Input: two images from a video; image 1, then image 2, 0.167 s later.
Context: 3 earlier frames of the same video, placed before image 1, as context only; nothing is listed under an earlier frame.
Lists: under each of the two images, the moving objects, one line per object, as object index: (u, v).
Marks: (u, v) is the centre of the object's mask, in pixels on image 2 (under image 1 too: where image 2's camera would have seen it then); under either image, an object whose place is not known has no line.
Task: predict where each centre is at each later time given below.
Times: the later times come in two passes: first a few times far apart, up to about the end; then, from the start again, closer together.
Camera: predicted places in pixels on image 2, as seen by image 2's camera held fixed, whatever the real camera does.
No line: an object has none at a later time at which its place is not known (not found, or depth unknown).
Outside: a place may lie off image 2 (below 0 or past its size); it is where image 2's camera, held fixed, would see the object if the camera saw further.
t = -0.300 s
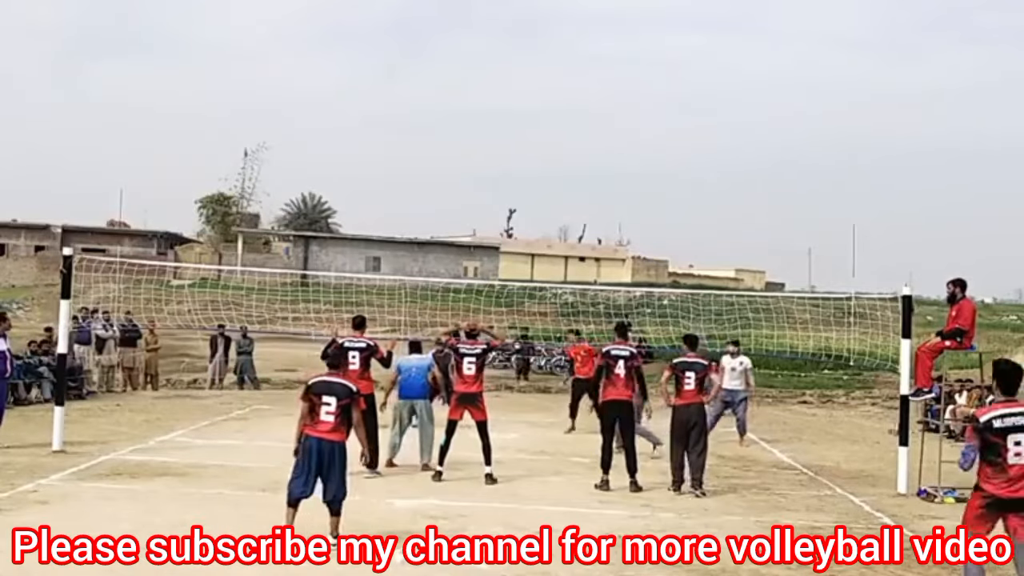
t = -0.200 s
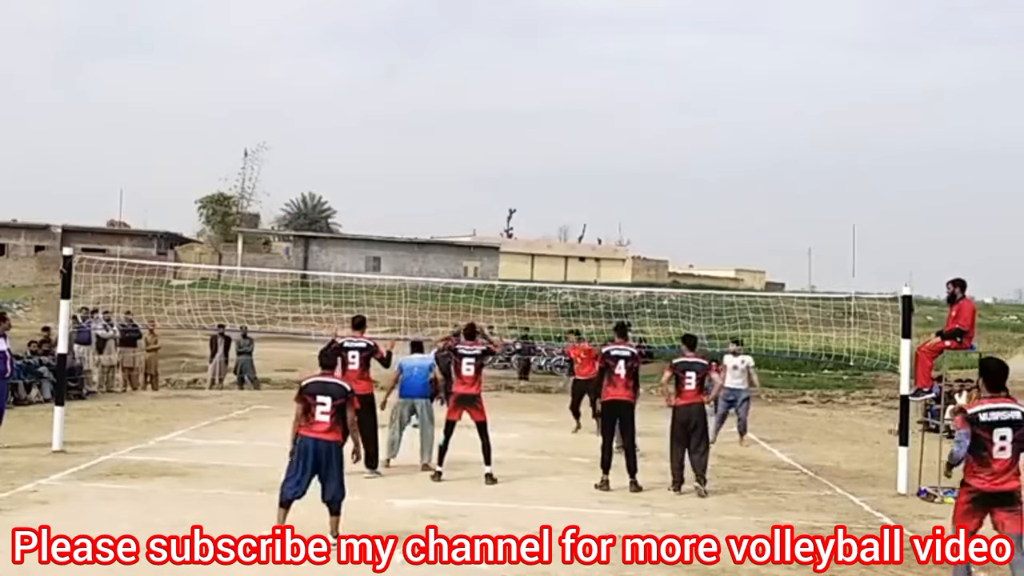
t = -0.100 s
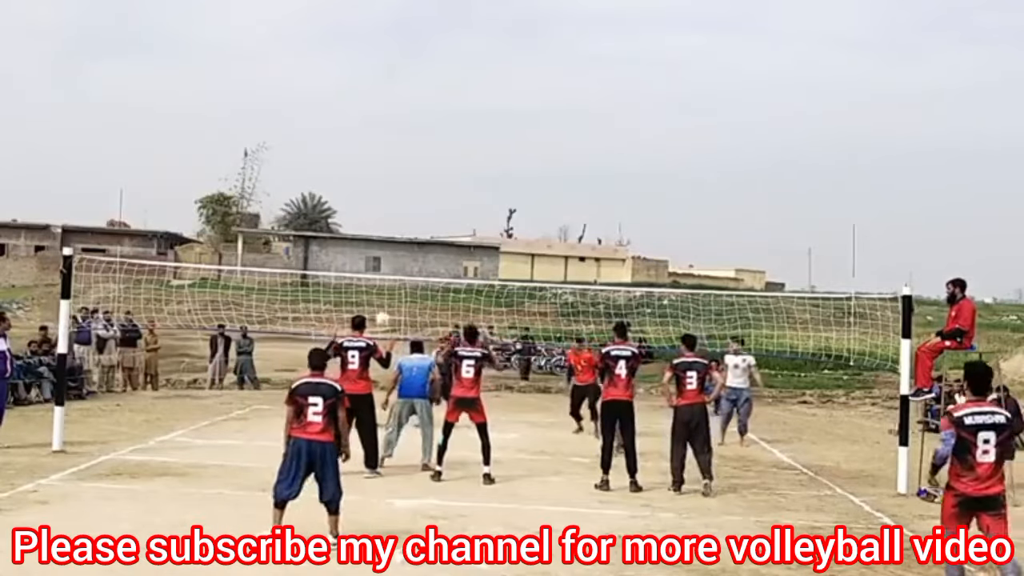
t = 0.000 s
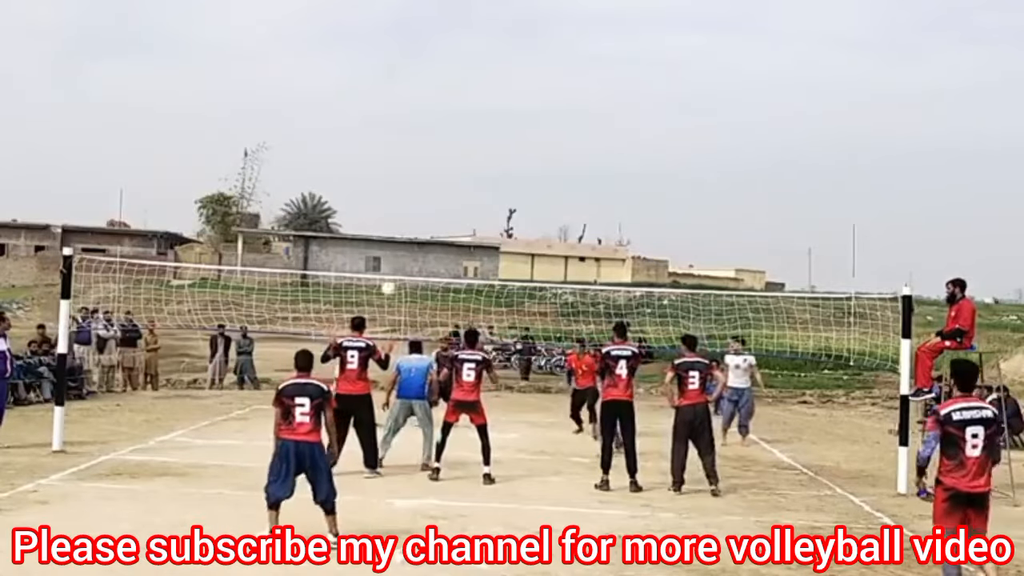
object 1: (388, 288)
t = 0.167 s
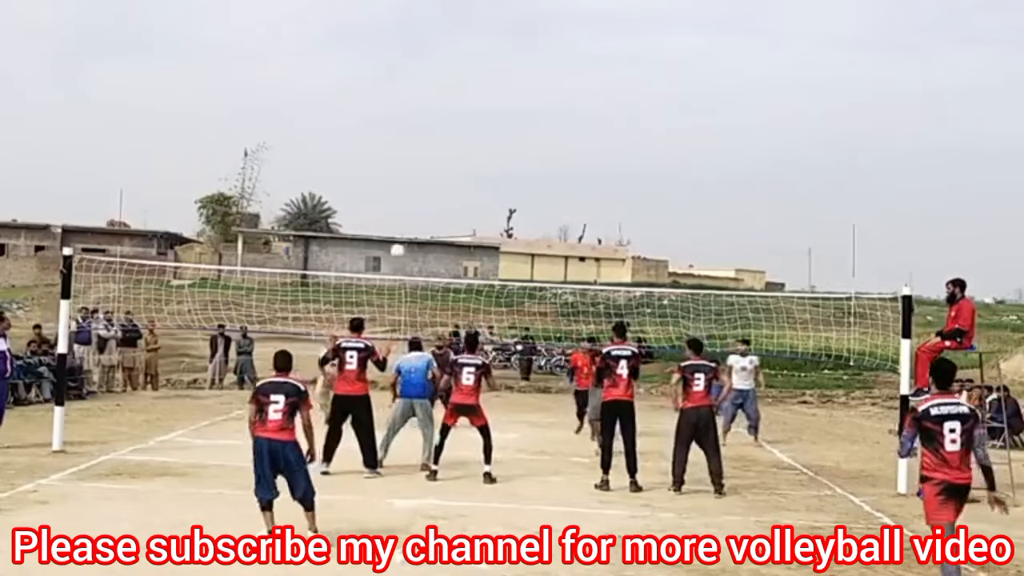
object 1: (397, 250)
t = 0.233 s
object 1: (401, 241)
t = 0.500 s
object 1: (413, 225)
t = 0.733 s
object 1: (422, 248)
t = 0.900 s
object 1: (427, 289)
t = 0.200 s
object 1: (399, 245)
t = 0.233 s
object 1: (401, 241)
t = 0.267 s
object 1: (402, 237)
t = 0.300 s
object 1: (403, 231)
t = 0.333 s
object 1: (405, 229)
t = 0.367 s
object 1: (406, 229)
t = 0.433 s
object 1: (411, 226)
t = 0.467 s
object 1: (412, 226)
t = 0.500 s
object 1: (413, 225)
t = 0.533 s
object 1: (414, 226)
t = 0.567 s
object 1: (416, 228)
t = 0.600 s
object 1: (416, 230)
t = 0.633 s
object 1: (416, 232)
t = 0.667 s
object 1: (419, 237)
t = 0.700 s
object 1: (420, 243)
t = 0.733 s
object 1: (422, 248)
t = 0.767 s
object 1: (423, 255)
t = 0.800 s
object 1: (424, 262)
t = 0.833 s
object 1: (425, 270)
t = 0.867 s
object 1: (426, 278)
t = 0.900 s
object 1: (427, 289)
